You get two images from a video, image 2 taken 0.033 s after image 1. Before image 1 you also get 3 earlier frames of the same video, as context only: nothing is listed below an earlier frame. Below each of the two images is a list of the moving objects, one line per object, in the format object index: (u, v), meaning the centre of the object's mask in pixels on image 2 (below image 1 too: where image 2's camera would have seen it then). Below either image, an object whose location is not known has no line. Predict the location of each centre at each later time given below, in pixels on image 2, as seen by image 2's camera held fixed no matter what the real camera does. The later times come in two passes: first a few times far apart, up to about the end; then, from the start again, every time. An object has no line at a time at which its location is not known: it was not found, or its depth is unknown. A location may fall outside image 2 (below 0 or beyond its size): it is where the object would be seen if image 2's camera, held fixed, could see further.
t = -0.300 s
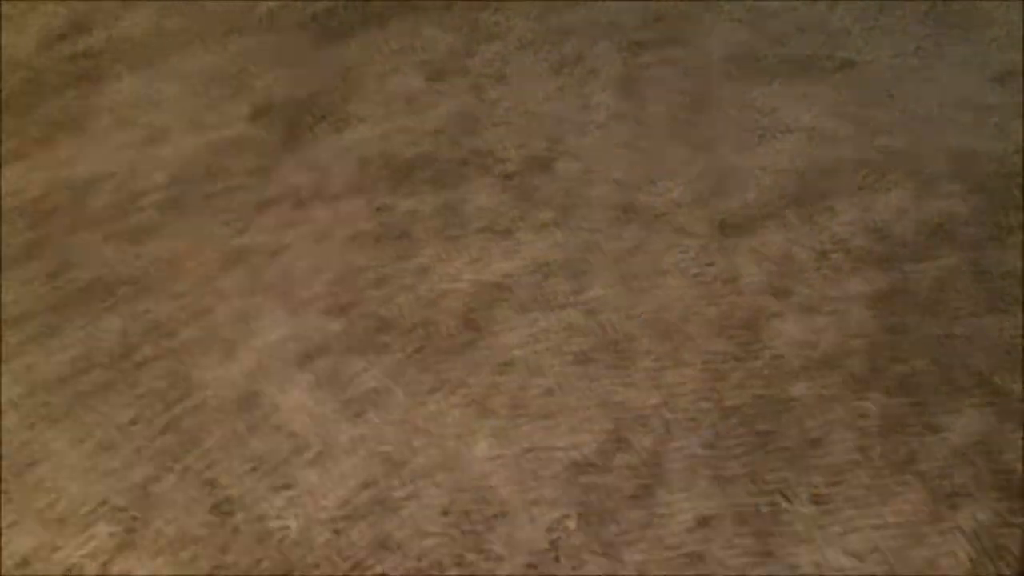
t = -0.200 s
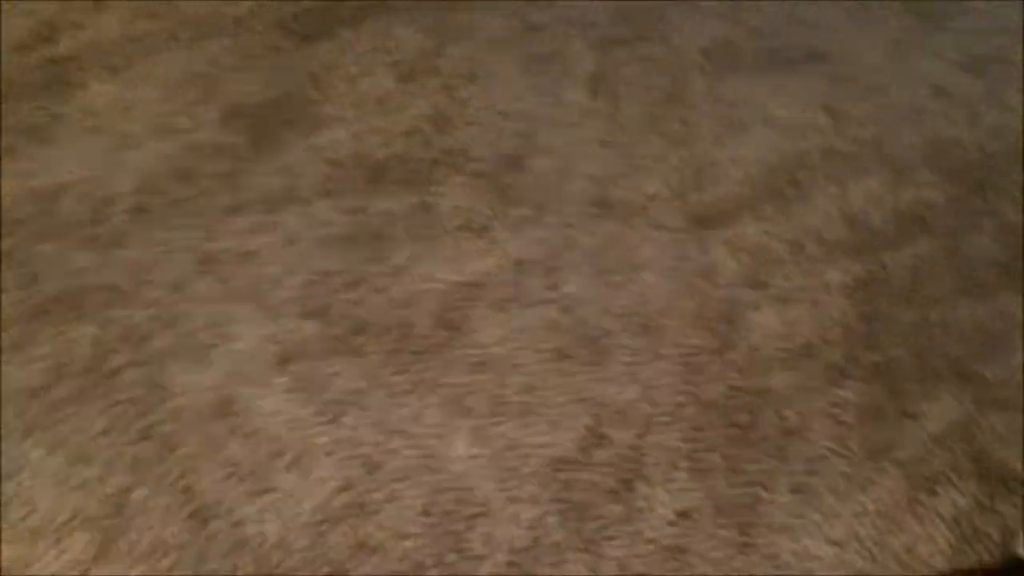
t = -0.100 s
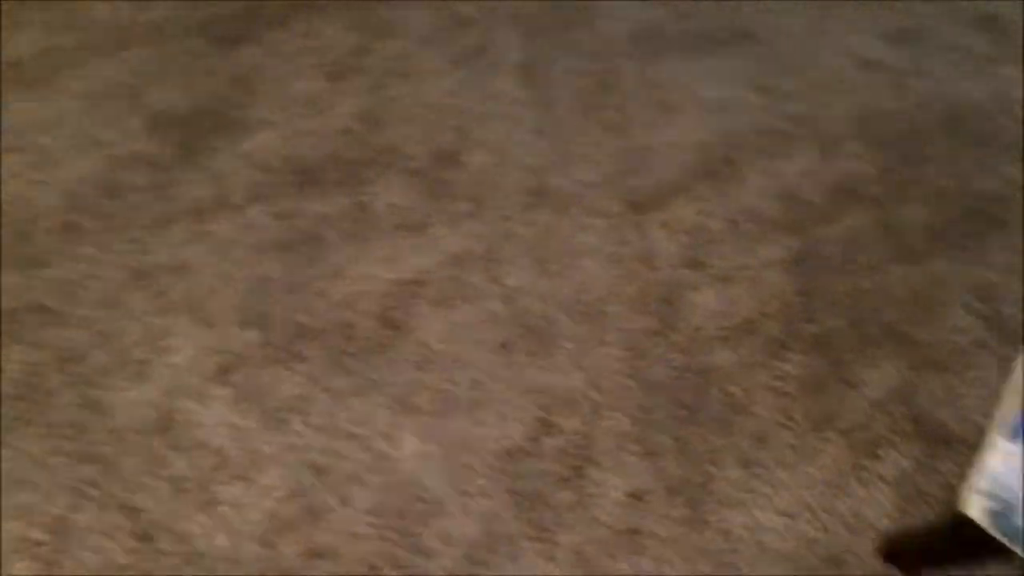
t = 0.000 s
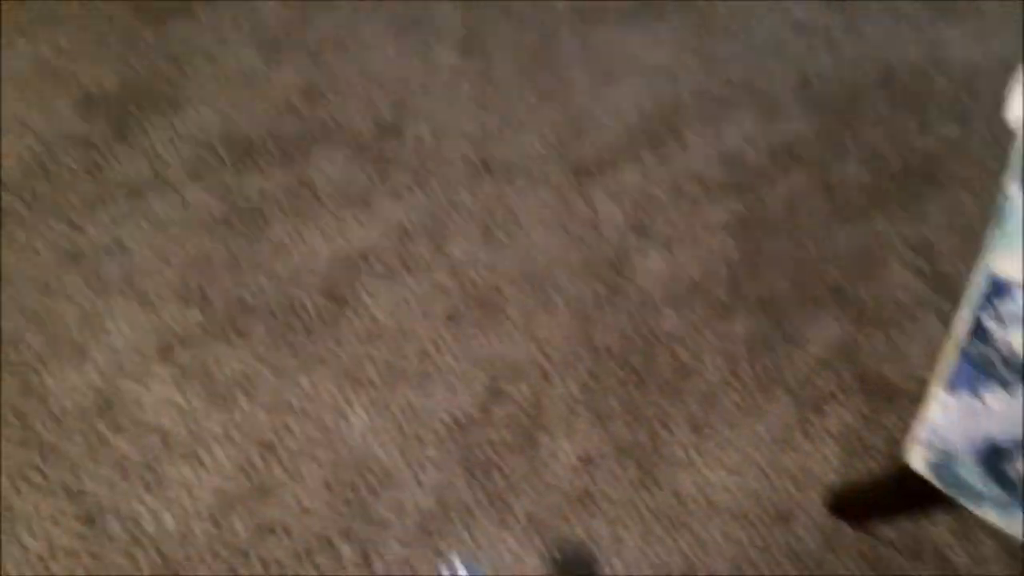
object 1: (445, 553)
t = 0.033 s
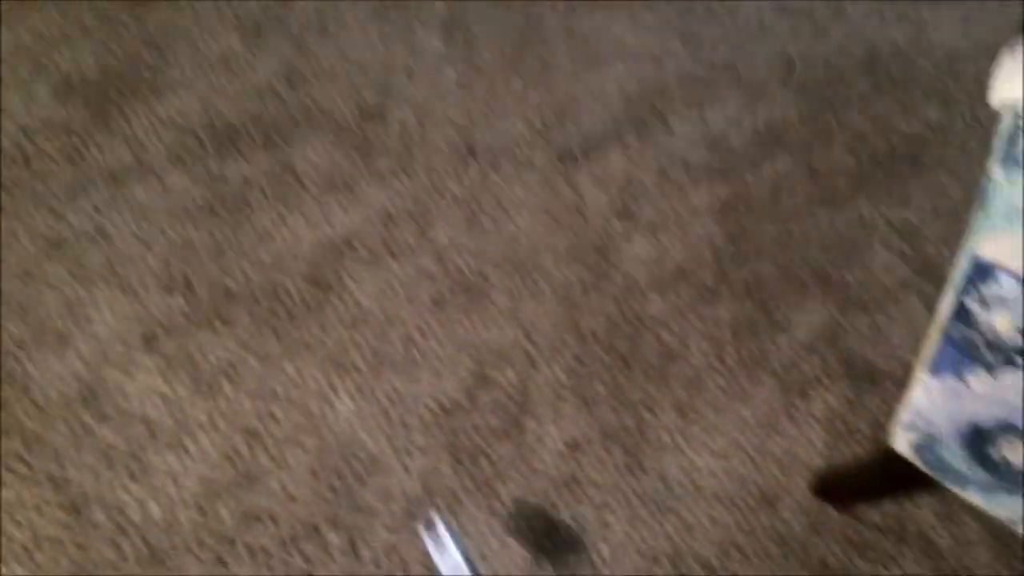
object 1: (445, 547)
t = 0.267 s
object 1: (381, 383)
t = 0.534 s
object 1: (359, 267)
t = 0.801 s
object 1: (361, 231)
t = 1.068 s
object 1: (362, 230)
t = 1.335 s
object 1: (361, 231)
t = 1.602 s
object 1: (361, 231)
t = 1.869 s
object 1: (362, 231)
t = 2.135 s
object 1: (362, 231)
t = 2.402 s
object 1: (361, 231)
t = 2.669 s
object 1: (362, 231)
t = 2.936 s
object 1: (362, 231)
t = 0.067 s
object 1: (441, 532)
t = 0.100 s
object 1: (427, 499)
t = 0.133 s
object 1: (415, 470)
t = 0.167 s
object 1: (402, 442)
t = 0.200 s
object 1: (396, 421)
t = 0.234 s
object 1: (388, 399)
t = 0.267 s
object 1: (381, 383)
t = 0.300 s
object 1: (373, 366)
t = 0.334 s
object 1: (368, 333)
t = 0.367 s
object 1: (364, 314)
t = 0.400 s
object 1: (363, 300)
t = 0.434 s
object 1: (362, 293)
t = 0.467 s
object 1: (361, 289)
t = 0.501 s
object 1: (361, 277)
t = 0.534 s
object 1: (359, 267)
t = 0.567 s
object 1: (357, 261)
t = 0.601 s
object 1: (356, 256)
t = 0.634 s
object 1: (358, 253)
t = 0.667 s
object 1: (359, 247)
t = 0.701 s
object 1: (360, 241)
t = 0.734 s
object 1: (361, 237)
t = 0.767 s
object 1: (361, 234)
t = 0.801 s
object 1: (361, 231)
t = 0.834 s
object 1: (361, 231)
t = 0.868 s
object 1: (361, 231)
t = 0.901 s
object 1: (361, 231)
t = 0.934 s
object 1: (361, 231)
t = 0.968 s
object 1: (361, 231)
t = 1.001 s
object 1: (361, 231)
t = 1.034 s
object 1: (361, 231)
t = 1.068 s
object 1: (362, 230)
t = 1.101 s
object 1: (362, 230)
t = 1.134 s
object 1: (362, 231)
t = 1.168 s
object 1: (362, 231)
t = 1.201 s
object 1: (361, 231)
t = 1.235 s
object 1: (362, 231)
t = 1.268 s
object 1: (362, 231)
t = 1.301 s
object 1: (362, 231)
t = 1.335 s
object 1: (361, 231)
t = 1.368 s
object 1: (362, 231)
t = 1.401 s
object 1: (362, 231)
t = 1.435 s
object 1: (362, 231)
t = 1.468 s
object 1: (362, 230)
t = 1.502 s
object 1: (362, 231)
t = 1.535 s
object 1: (361, 231)
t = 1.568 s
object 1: (361, 231)
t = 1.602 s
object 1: (361, 231)
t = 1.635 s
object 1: (362, 231)
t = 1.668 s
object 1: (362, 231)
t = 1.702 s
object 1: (362, 231)
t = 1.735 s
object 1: (362, 231)
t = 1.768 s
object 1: (361, 231)
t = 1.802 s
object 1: (362, 231)
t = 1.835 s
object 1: (362, 231)
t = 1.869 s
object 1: (362, 231)
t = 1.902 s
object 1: (362, 231)
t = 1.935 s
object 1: (362, 231)
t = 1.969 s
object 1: (362, 231)
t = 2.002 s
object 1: (362, 231)
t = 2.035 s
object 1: (361, 231)
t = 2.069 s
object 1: (361, 231)
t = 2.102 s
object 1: (361, 231)
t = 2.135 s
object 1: (362, 231)
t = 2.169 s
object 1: (361, 231)
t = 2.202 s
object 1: (361, 231)
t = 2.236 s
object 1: (361, 231)
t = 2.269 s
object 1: (361, 231)
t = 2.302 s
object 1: (361, 231)
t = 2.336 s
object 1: (361, 231)
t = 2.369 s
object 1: (361, 231)
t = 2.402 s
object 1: (361, 231)
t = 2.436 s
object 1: (362, 231)
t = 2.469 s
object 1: (362, 231)
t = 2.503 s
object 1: (361, 231)
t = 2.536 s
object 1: (362, 231)
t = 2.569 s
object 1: (361, 231)
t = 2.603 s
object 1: (361, 231)
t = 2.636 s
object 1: (361, 231)
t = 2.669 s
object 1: (362, 231)
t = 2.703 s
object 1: (362, 231)
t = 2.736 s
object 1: (362, 231)
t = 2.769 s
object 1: (362, 231)
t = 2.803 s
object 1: (361, 231)
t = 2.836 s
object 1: (362, 231)
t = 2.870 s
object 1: (362, 231)
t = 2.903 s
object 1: (362, 231)
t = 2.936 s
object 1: (362, 231)
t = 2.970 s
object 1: (362, 231)
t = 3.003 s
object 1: (362, 231)
